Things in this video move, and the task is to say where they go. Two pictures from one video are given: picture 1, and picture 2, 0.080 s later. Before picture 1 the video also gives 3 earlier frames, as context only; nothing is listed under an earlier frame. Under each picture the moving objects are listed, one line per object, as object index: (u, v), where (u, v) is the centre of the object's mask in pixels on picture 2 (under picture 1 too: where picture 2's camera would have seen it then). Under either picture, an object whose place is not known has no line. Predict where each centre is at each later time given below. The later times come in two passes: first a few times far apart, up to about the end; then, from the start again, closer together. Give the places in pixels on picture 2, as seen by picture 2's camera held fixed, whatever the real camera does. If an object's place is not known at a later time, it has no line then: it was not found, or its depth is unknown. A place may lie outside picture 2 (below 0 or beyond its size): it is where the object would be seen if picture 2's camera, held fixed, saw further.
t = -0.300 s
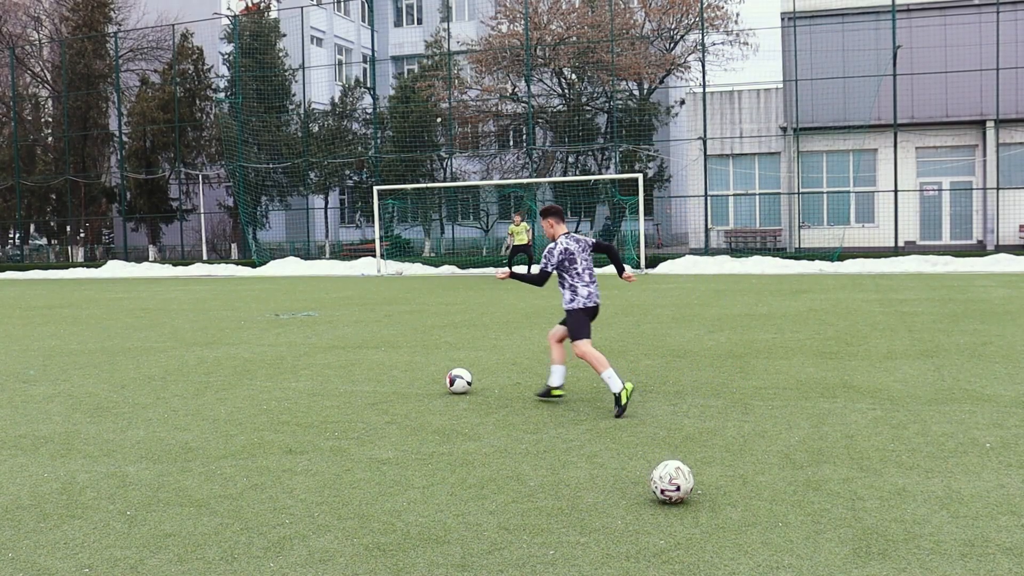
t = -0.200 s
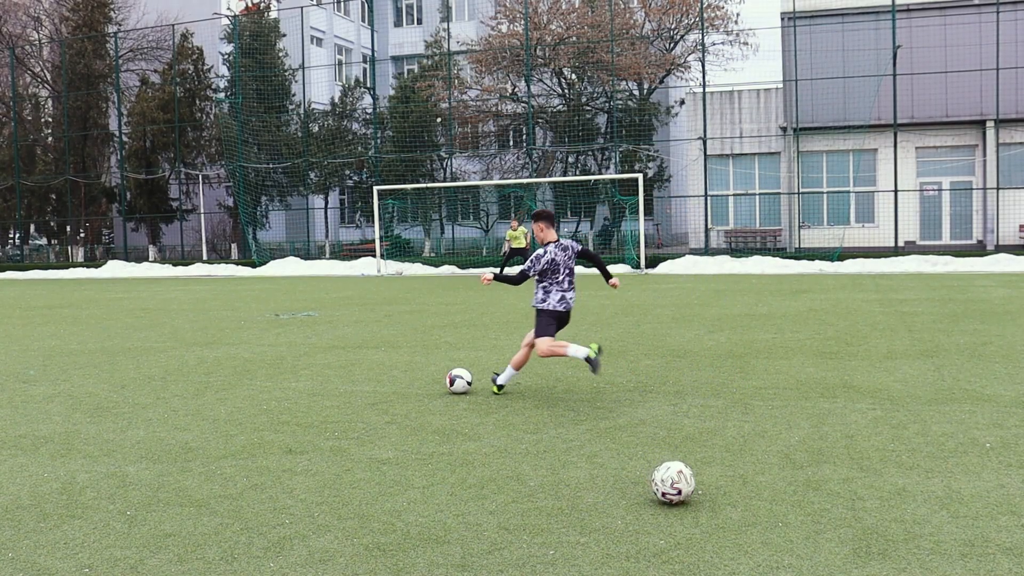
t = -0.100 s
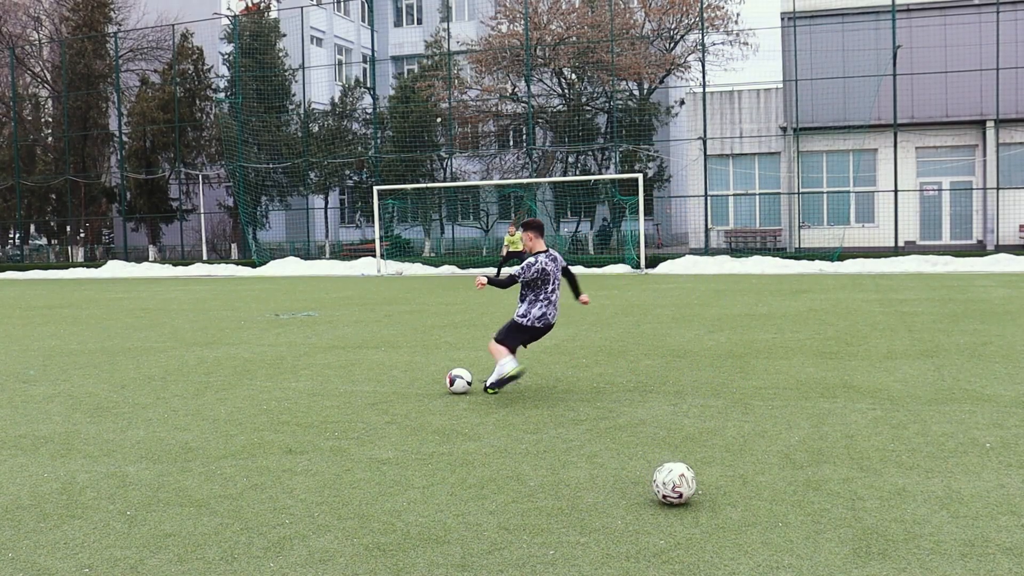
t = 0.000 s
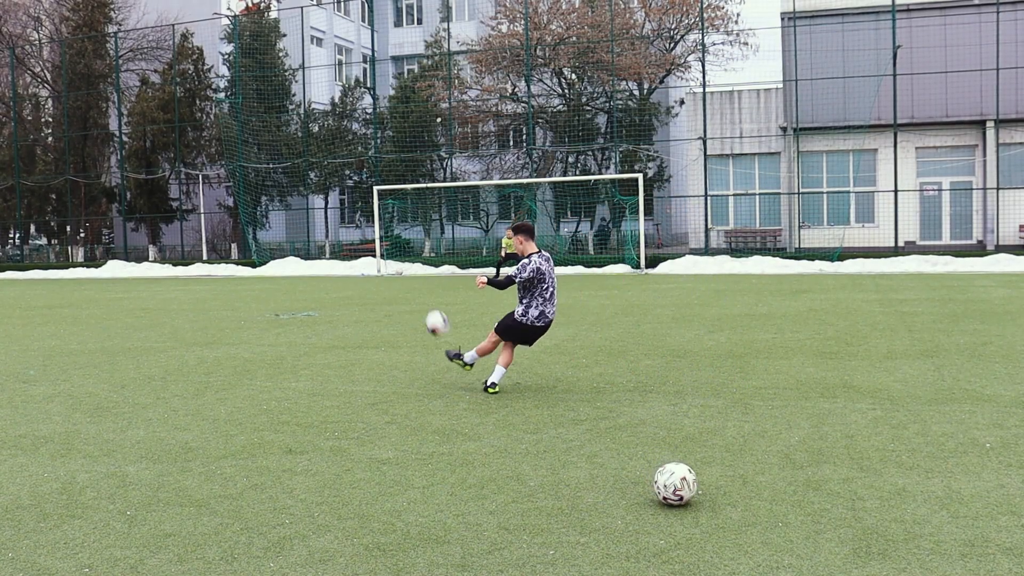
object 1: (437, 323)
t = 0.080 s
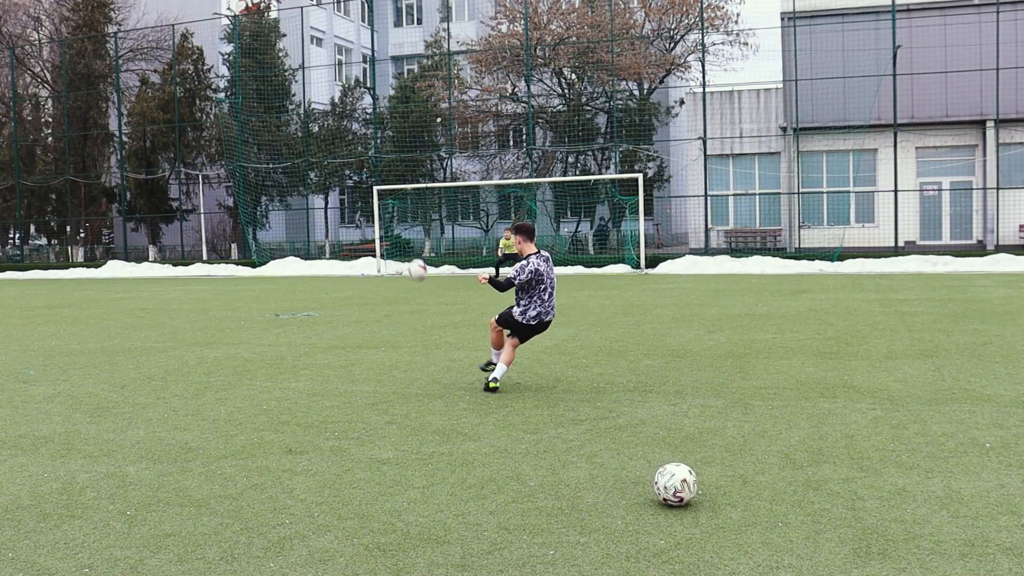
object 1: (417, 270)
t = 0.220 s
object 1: (398, 217)
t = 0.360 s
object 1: (389, 195)
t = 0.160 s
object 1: (405, 235)
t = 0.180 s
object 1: (402, 229)
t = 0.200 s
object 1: (400, 222)
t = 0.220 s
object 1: (398, 217)
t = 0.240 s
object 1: (396, 213)
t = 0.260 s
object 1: (395, 208)
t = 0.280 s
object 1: (393, 205)
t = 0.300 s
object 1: (392, 202)
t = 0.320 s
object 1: (391, 199)
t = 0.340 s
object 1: (390, 197)
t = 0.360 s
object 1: (389, 195)
